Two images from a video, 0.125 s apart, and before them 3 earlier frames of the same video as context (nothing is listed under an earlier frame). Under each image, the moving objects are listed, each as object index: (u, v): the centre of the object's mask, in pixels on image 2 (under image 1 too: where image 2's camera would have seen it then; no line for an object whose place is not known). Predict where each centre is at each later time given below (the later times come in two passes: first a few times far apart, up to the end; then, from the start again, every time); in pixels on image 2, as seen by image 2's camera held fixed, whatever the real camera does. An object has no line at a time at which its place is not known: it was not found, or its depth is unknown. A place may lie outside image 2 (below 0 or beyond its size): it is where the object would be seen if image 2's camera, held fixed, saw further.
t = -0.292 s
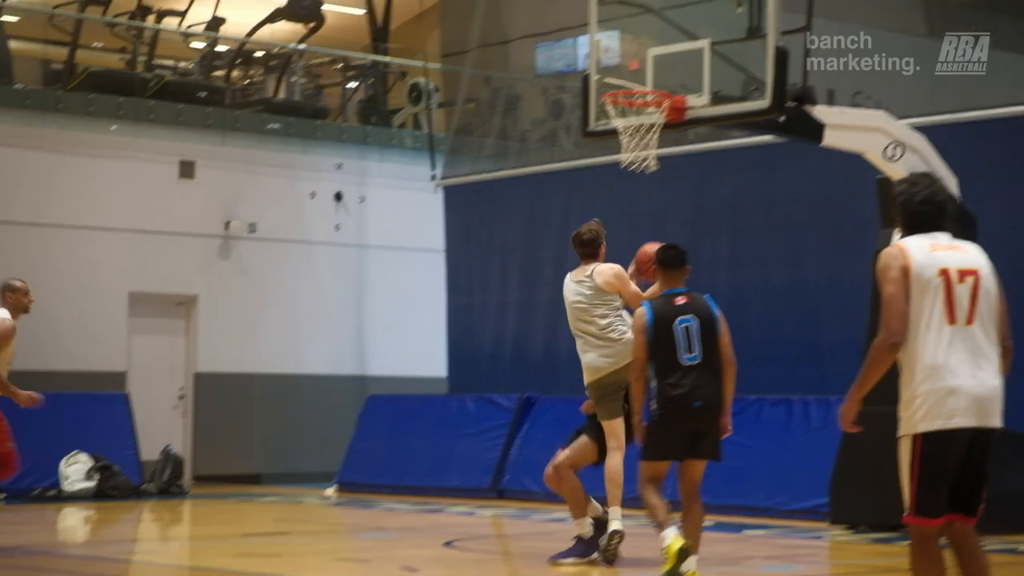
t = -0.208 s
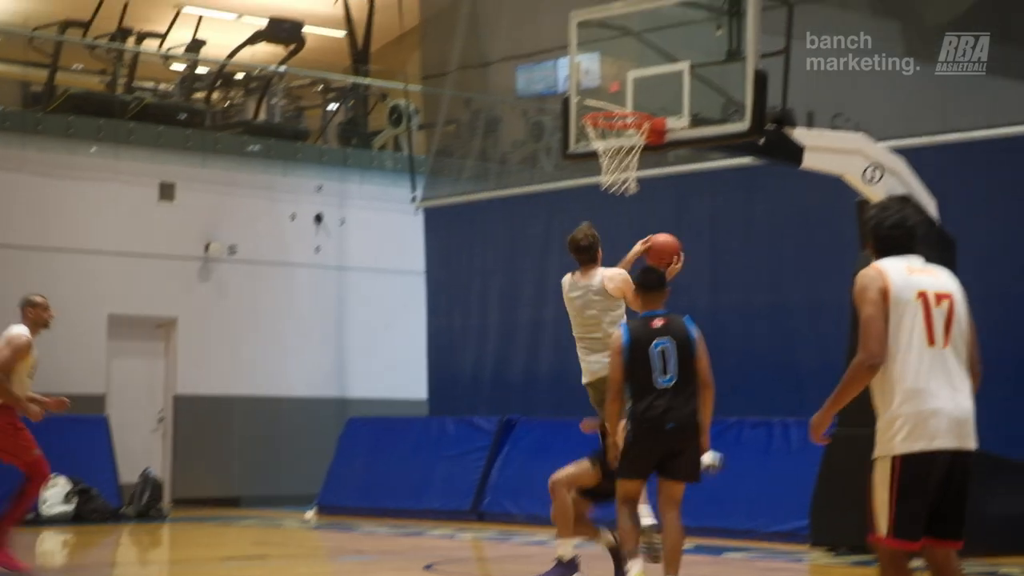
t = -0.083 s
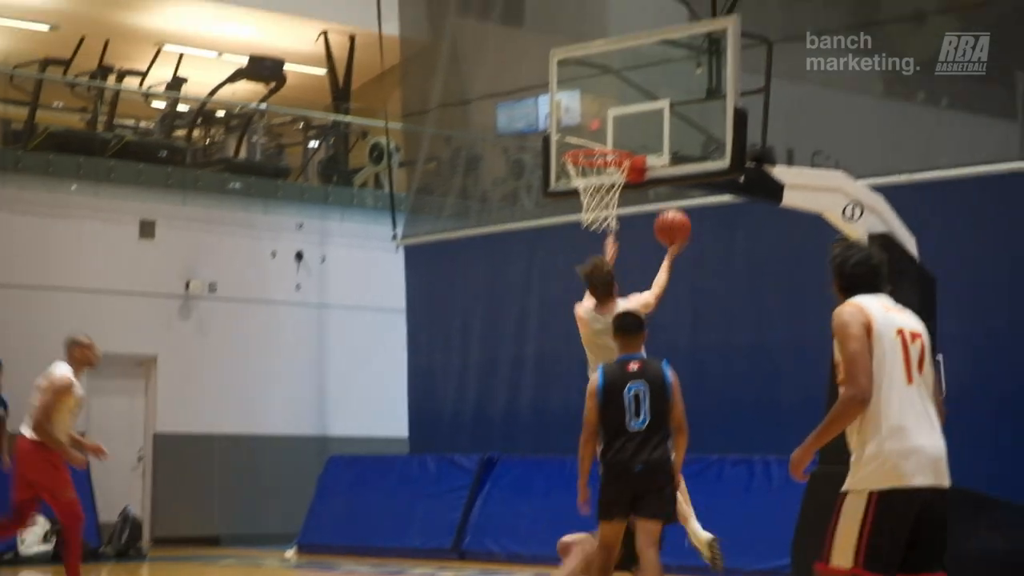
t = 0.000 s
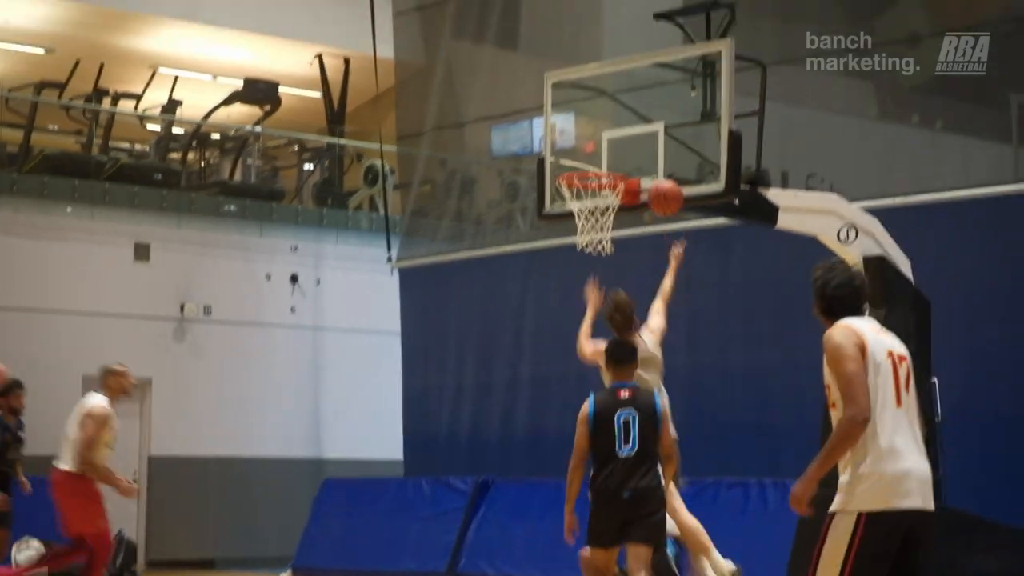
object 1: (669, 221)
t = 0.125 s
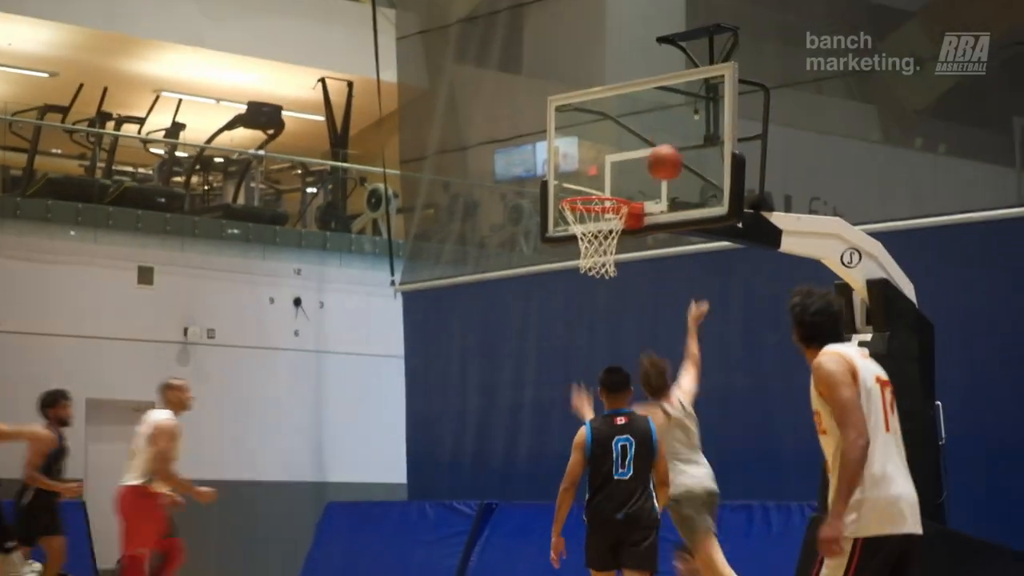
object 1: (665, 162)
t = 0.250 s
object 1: (661, 129)
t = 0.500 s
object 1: (649, 121)
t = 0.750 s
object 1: (606, 168)
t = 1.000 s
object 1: (580, 259)
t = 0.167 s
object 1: (663, 149)
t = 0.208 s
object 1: (663, 137)
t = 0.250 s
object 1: (661, 129)
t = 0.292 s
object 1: (660, 123)
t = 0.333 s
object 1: (659, 119)
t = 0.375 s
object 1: (659, 118)
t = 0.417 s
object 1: (658, 119)
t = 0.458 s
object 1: (656, 122)
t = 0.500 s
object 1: (649, 121)
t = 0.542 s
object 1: (642, 123)
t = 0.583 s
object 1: (635, 127)
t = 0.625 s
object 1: (628, 134)
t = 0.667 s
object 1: (620, 143)
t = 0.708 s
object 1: (613, 154)
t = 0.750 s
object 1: (606, 168)
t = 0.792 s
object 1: (598, 182)
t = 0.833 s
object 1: (590, 191)
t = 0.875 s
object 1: (584, 223)
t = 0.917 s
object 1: (580, 239)
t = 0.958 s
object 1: (579, 248)
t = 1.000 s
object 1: (580, 259)
